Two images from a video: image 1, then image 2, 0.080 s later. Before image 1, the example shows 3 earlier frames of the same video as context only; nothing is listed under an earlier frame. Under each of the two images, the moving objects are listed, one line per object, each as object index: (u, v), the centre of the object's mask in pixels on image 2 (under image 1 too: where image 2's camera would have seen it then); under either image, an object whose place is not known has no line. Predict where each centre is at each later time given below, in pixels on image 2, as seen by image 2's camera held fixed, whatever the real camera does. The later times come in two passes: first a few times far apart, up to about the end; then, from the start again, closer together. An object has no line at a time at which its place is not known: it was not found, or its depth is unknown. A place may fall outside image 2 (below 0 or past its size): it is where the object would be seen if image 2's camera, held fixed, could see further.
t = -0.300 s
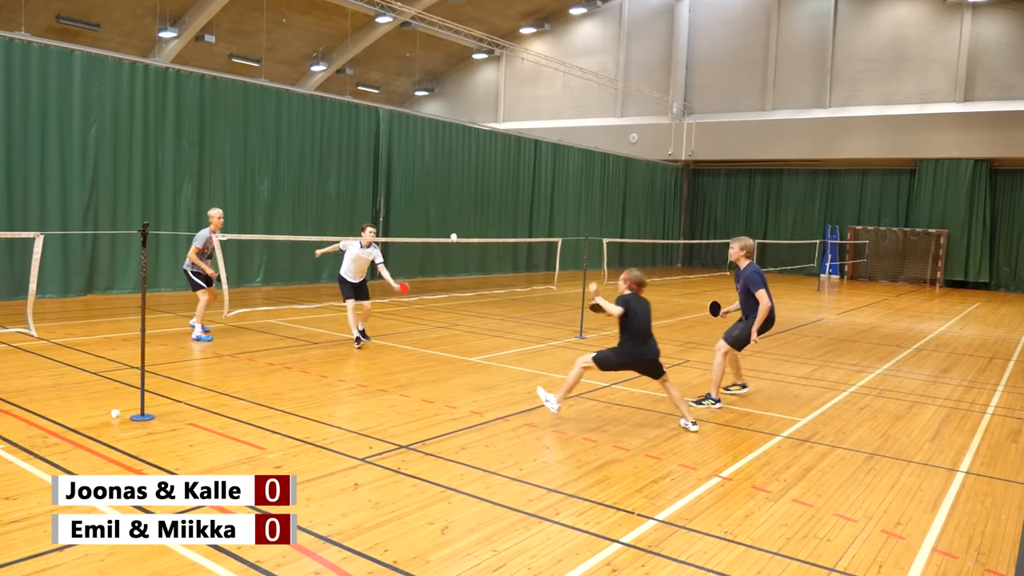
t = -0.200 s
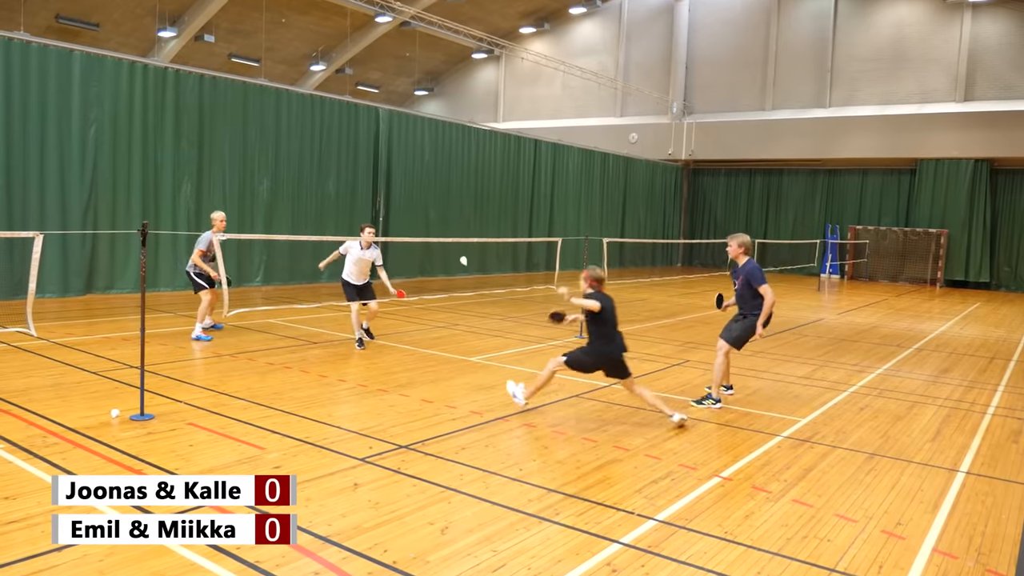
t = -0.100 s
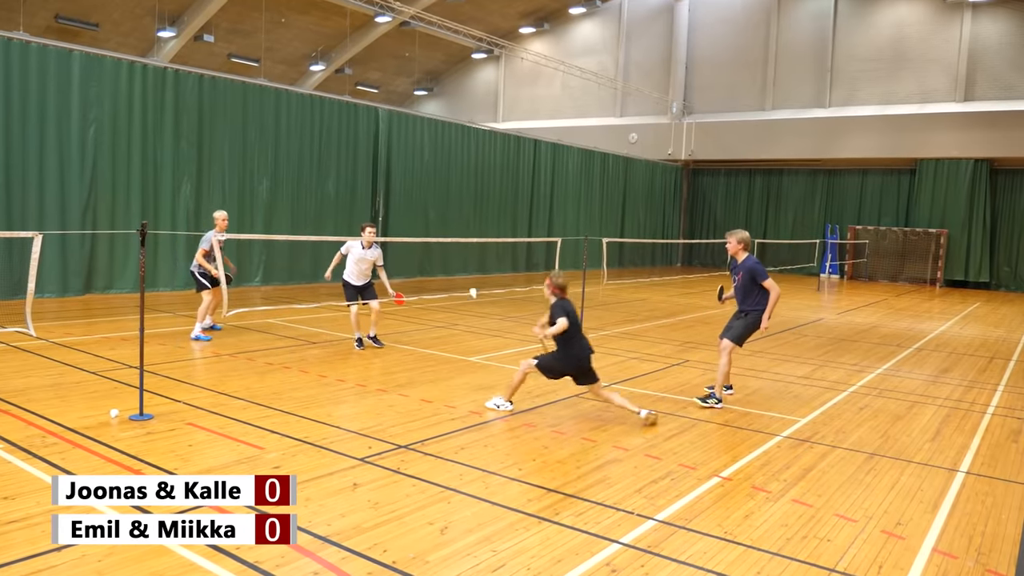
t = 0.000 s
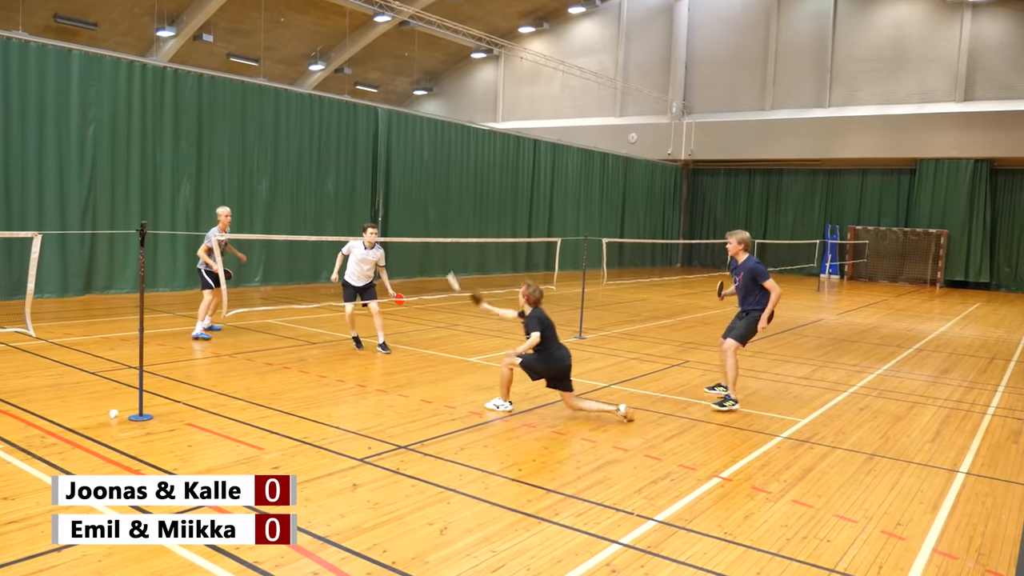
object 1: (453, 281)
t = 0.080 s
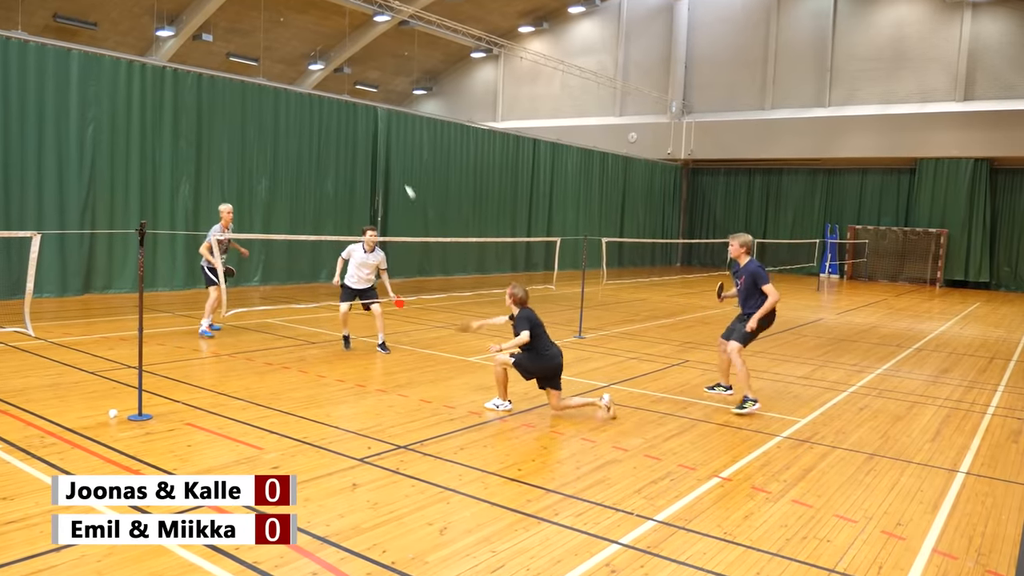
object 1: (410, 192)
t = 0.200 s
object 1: (360, 111)
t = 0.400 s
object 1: (307, 42)
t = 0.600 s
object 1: (269, 21)
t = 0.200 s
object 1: (360, 111)
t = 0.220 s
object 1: (354, 101)
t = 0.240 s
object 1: (348, 92)
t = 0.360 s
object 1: (315, 51)
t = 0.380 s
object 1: (311, 46)
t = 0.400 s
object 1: (307, 42)
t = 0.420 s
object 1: (303, 39)
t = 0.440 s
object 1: (298, 35)
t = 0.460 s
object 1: (294, 32)
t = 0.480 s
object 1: (290, 29)
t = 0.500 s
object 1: (286, 27)
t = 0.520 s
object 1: (283, 24)
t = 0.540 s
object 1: (279, 23)
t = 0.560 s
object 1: (276, 22)
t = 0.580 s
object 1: (273, 21)
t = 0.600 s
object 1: (269, 21)
